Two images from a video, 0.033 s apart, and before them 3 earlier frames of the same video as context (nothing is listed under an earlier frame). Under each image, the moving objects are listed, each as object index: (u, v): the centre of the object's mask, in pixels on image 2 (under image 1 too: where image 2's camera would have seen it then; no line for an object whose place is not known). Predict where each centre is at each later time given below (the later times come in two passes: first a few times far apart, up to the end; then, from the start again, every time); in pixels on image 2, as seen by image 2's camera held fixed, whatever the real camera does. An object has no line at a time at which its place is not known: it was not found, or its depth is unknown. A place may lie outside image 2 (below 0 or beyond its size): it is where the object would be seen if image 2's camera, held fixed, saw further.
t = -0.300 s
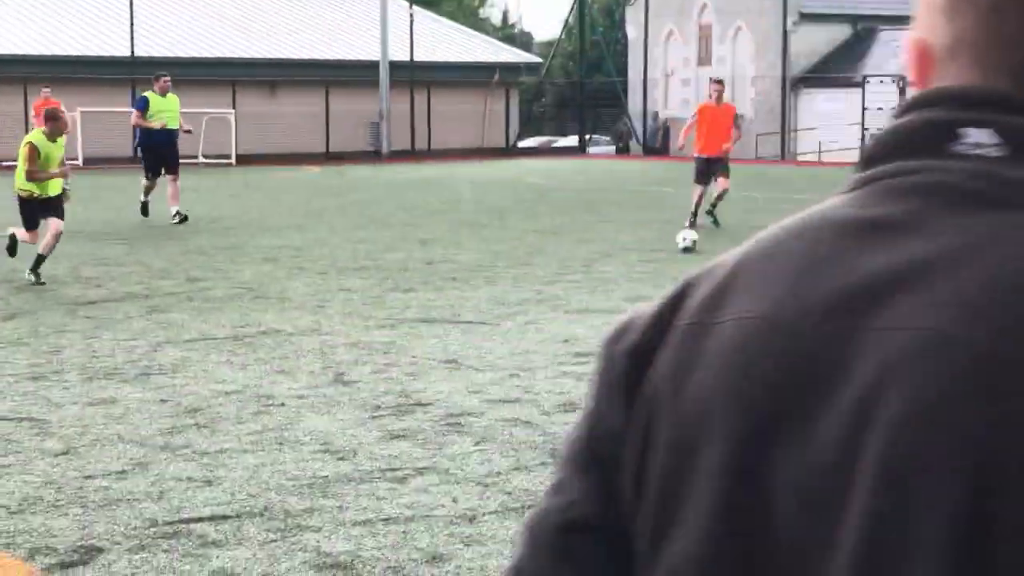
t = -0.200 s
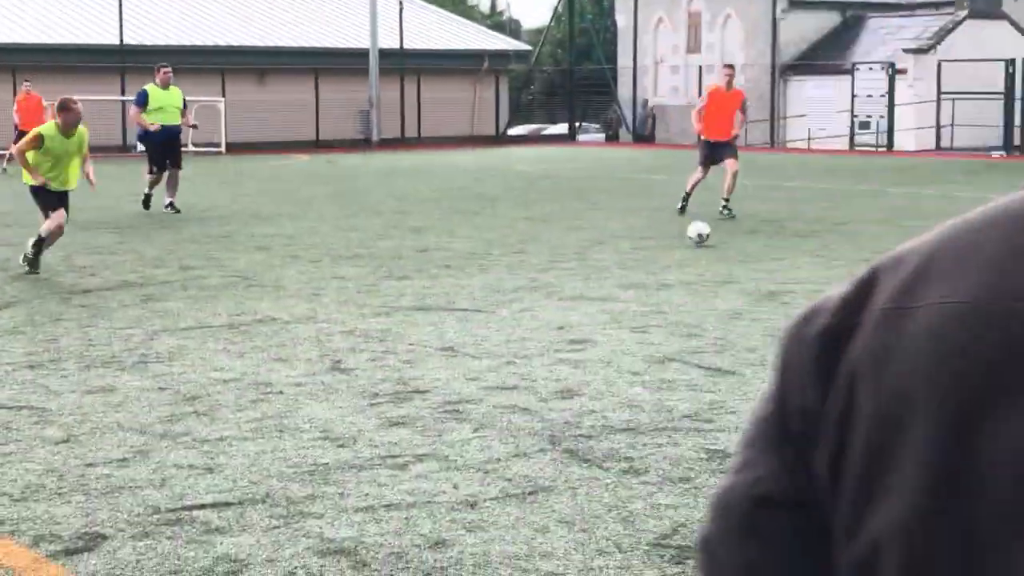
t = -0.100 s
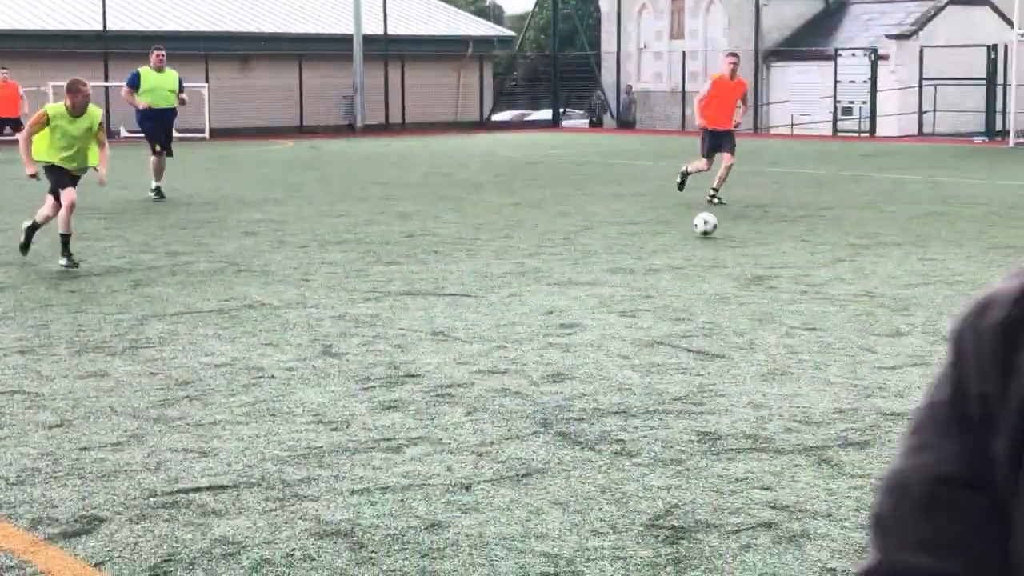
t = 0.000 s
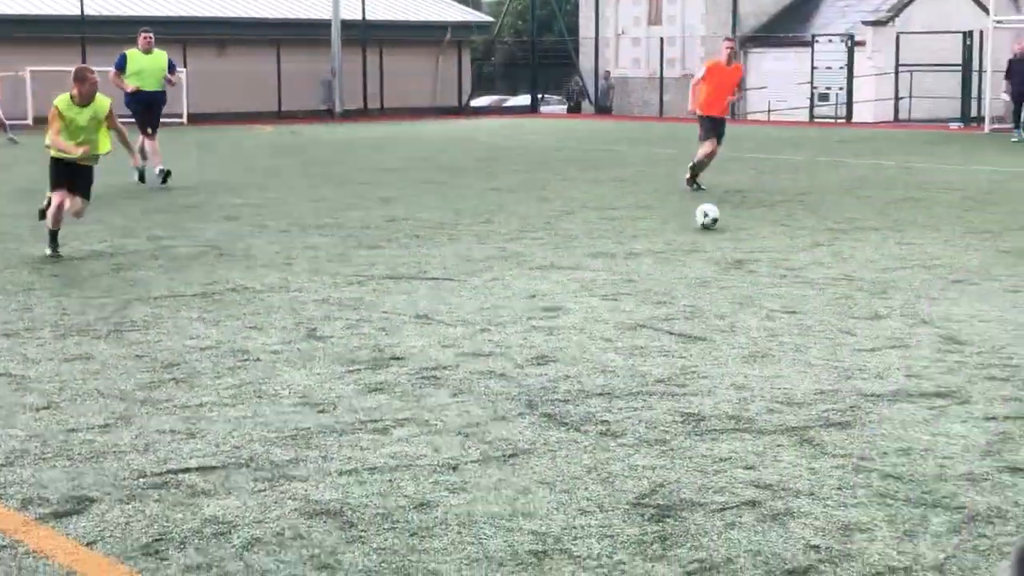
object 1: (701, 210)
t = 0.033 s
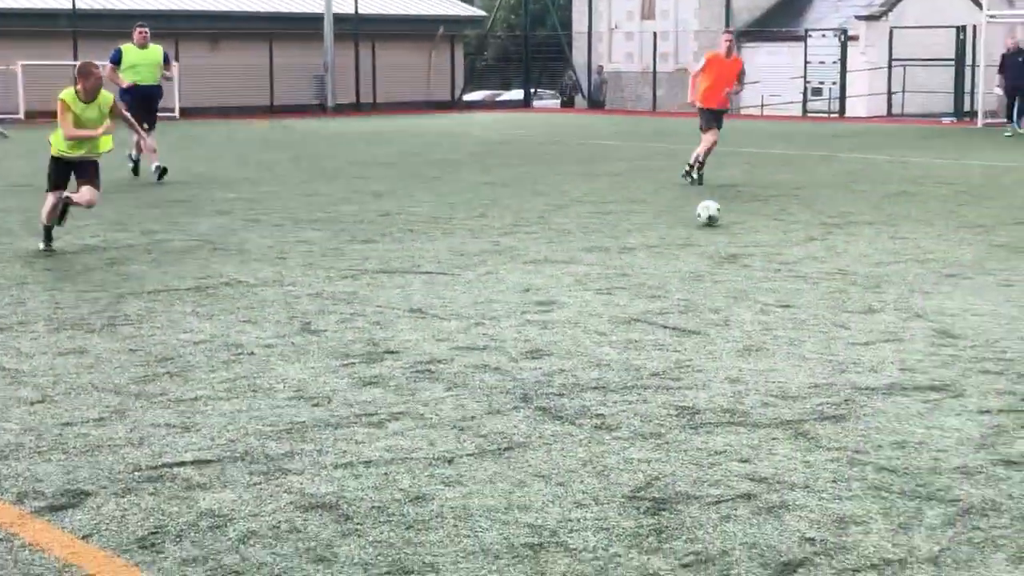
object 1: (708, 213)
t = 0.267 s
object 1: (768, 229)
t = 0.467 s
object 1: (826, 241)
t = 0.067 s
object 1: (716, 215)
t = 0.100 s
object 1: (724, 218)
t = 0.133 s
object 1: (733, 220)
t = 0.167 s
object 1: (741, 222)
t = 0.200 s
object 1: (749, 225)
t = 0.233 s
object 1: (758, 229)
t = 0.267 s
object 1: (768, 229)
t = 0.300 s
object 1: (777, 230)
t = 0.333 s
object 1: (787, 233)
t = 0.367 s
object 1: (796, 237)
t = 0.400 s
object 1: (806, 238)
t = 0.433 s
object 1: (817, 238)
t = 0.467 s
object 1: (826, 241)
